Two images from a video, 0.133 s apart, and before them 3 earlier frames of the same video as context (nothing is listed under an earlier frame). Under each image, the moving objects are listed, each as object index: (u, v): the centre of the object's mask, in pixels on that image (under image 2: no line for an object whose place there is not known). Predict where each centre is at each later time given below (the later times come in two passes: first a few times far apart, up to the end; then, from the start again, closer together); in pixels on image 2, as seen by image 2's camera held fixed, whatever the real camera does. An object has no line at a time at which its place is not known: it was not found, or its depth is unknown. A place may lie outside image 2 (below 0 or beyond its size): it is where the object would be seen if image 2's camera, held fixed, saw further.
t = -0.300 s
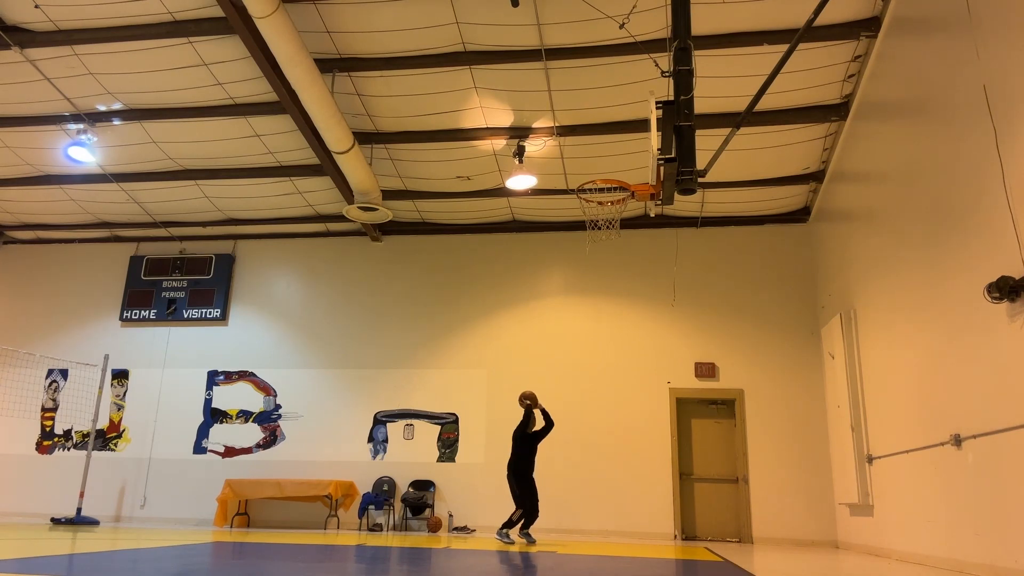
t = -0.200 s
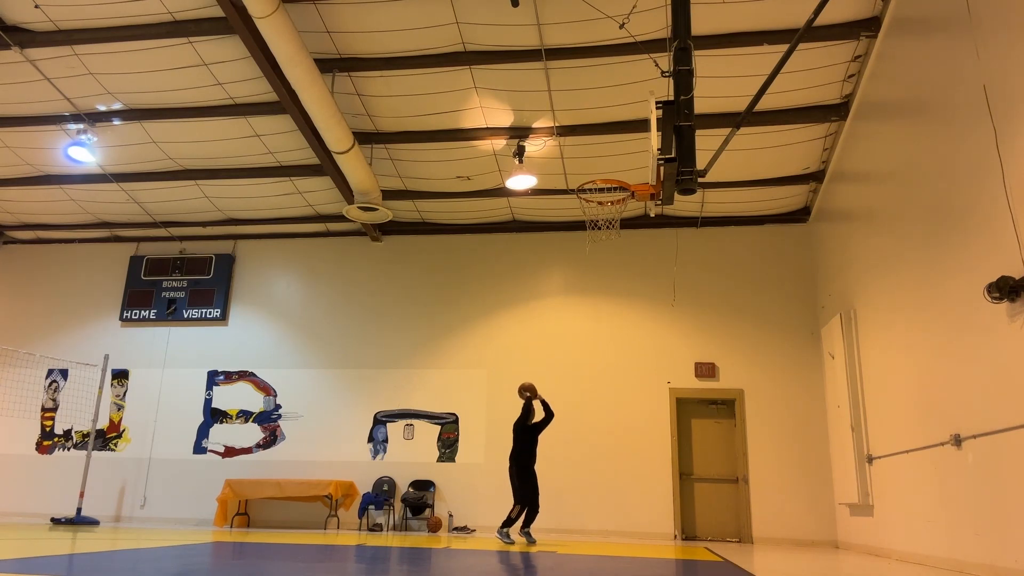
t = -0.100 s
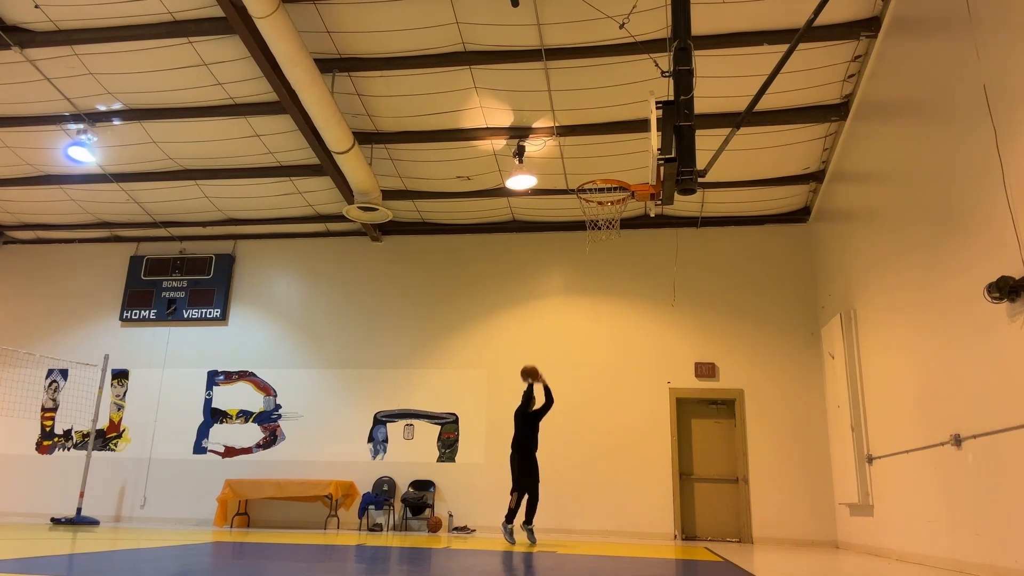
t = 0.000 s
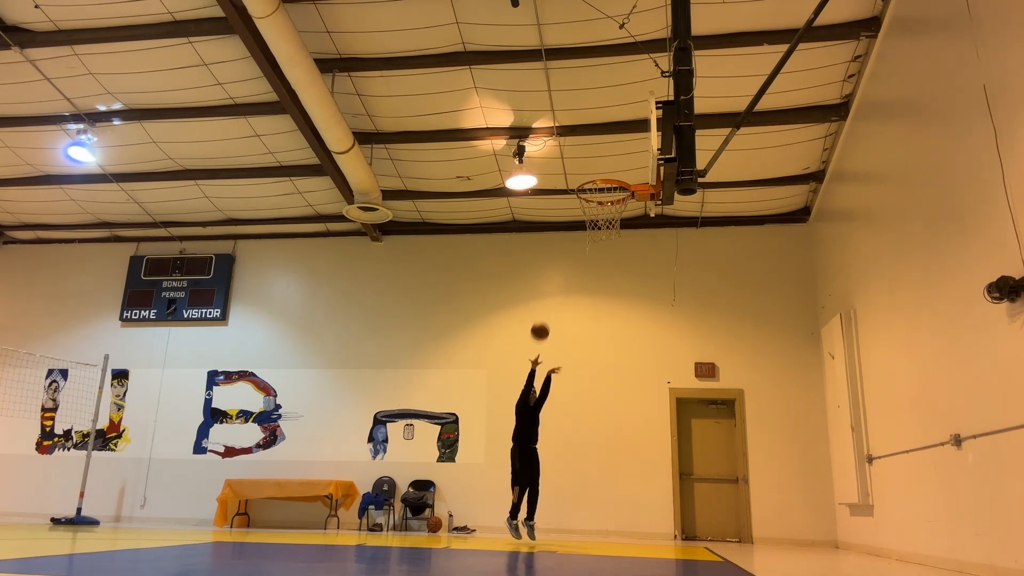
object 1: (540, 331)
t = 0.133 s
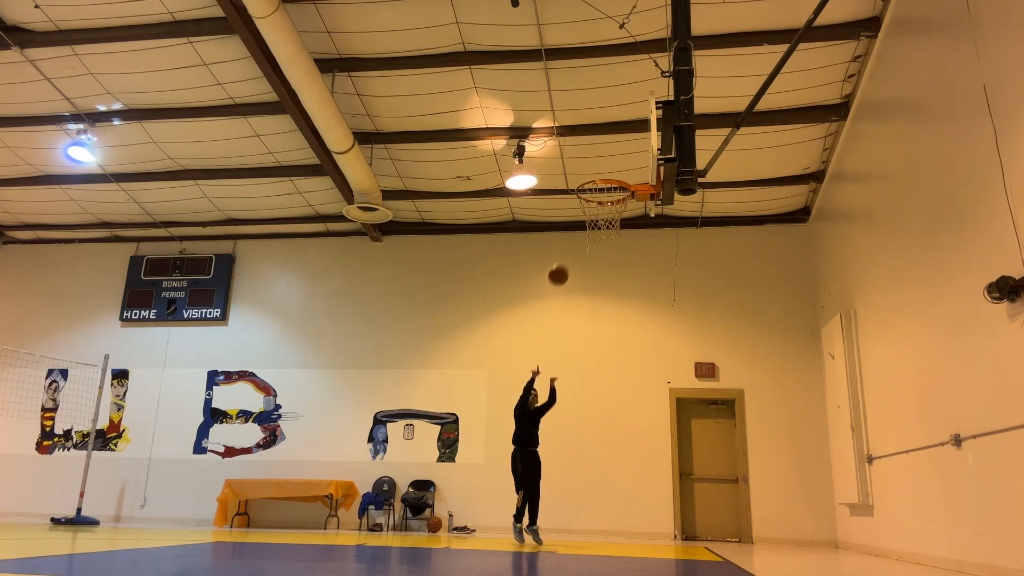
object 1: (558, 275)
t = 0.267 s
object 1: (577, 229)
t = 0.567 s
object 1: (630, 167)
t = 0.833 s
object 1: (580, 187)
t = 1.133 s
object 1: (503, 193)
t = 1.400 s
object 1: (430, 276)
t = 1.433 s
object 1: (420, 292)
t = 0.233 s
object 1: (573, 239)
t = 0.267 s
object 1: (577, 229)
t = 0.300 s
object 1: (579, 221)
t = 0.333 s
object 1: (587, 210)
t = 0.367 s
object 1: (593, 202)
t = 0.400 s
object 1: (599, 194)
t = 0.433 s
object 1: (604, 187)
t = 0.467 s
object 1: (611, 178)
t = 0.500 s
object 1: (618, 172)
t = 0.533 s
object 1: (623, 170)
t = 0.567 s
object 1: (630, 167)
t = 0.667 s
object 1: (622, 166)
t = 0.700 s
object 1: (614, 168)
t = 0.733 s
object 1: (606, 170)
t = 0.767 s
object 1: (597, 173)
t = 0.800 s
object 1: (586, 183)
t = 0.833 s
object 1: (580, 187)
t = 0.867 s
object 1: (572, 183)
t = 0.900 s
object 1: (564, 181)
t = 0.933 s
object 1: (555, 179)
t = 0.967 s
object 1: (547, 178)
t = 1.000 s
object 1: (539, 179)
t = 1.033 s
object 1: (530, 180)
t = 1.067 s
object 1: (521, 183)
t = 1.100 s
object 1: (511, 188)
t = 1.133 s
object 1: (503, 193)
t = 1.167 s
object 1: (495, 199)
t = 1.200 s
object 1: (486, 206)
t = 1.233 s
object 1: (477, 216)
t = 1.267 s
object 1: (468, 225)
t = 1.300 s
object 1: (459, 236)
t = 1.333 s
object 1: (449, 249)
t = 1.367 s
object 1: (440, 262)
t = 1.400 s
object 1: (430, 276)
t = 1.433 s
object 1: (420, 292)
